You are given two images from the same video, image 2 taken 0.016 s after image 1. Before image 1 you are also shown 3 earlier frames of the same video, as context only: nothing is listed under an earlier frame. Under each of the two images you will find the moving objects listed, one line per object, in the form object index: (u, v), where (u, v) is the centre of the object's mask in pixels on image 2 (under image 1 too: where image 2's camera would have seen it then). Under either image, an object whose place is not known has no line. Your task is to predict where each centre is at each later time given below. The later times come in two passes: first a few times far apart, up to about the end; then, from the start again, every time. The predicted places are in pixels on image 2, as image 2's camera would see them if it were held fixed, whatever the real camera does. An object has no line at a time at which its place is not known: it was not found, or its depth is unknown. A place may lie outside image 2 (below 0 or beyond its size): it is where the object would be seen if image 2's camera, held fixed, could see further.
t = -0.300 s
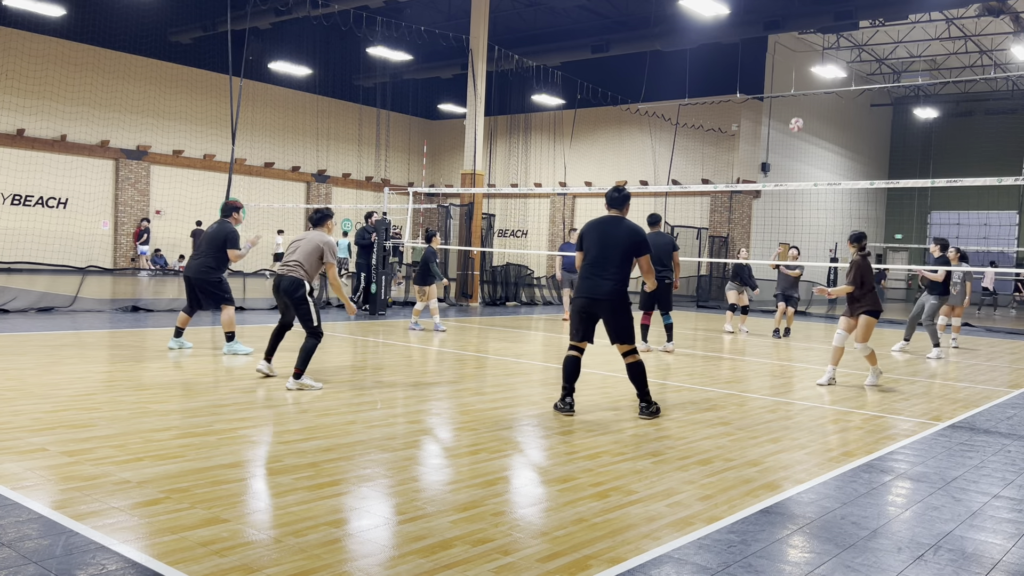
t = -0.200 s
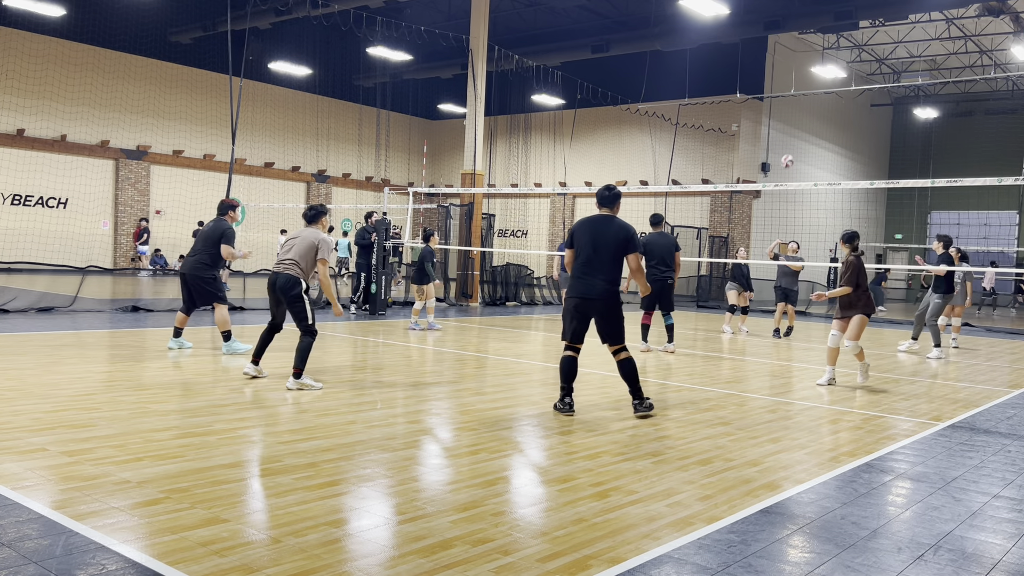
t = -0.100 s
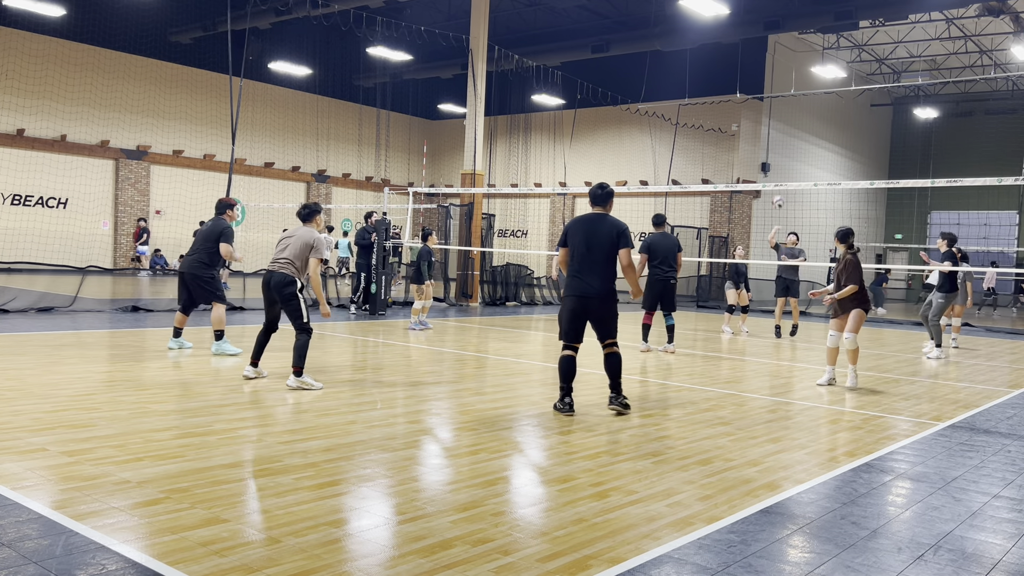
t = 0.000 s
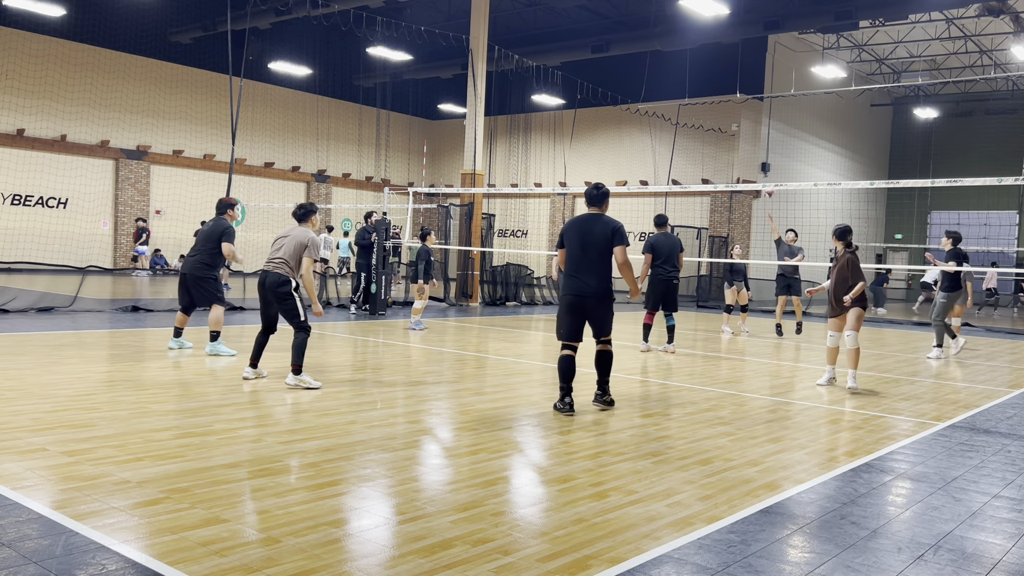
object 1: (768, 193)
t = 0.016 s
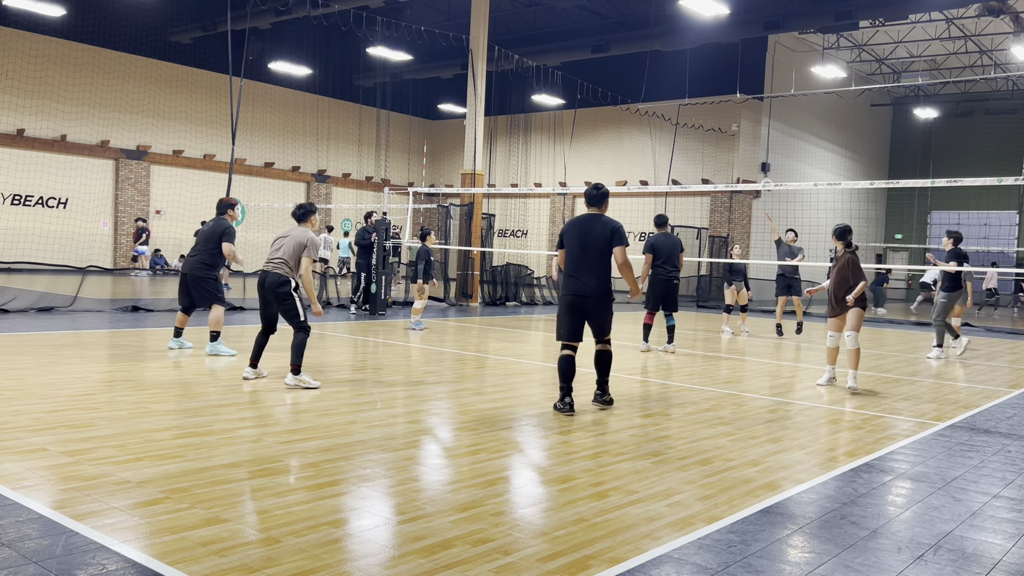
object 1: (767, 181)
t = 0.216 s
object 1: (744, 124)
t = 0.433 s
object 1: (714, 78)
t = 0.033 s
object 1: (765, 178)
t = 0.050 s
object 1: (763, 173)
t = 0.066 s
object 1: (762, 169)
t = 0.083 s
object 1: (760, 163)
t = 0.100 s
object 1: (758, 158)
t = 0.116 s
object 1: (756, 152)
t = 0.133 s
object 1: (754, 147)
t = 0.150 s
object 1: (752, 142)
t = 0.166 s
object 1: (750, 137)
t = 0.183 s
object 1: (748, 133)
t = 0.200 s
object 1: (746, 128)
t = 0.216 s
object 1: (744, 124)
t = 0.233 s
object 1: (742, 119)
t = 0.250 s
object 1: (740, 115)
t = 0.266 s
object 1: (737, 111)
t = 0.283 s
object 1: (735, 107)
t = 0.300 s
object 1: (733, 103)
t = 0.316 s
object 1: (731, 99)
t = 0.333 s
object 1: (729, 95)
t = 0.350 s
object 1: (726, 93)
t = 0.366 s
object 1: (724, 89)
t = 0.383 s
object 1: (721, 86)
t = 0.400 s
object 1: (719, 83)
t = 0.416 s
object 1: (716, 80)
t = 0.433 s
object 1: (714, 78)
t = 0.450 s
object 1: (711, 75)
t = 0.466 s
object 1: (708, 73)
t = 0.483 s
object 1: (706, 71)
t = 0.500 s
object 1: (703, 69)
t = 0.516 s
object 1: (700, 68)
